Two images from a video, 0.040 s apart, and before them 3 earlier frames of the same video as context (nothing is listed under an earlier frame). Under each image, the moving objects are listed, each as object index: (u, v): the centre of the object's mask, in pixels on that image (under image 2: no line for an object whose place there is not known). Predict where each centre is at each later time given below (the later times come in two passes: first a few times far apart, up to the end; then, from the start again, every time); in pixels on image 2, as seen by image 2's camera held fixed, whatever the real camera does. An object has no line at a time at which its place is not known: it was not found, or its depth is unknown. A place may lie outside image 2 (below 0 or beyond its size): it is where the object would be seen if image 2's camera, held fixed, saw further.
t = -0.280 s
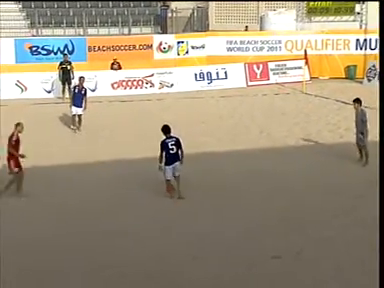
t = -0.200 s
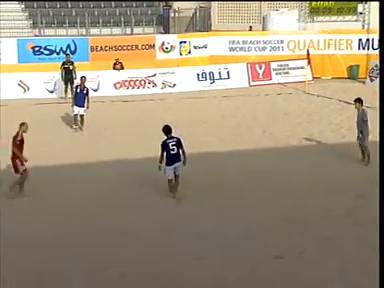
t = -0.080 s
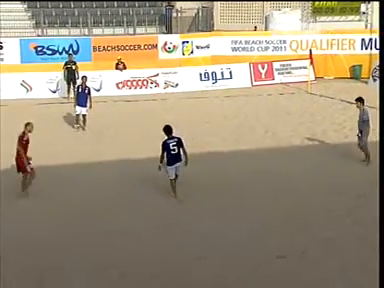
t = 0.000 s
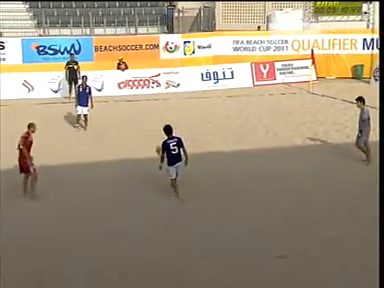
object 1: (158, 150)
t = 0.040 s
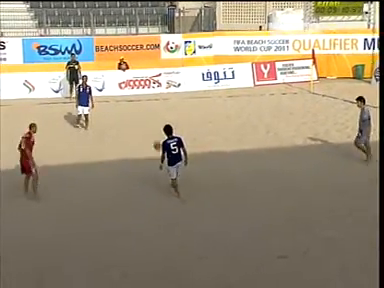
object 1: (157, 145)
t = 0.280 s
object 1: (139, 129)
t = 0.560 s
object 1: (121, 138)
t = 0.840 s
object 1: (107, 134)
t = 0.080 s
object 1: (154, 140)
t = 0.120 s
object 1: (152, 137)
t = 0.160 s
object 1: (148, 134)
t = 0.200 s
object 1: (145, 132)
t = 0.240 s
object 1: (142, 130)
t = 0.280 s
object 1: (139, 129)
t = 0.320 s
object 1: (136, 129)
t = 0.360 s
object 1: (134, 129)
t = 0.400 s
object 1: (131, 130)
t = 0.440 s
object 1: (129, 131)
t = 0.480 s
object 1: (126, 133)
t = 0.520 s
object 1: (124, 135)
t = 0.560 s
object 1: (121, 138)
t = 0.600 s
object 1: (118, 141)
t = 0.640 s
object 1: (116, 139)
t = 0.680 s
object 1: (114, 138)
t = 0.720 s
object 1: (112, 137)
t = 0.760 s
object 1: (110, 135)
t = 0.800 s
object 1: (108, 135)
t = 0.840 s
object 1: (107, 134)
